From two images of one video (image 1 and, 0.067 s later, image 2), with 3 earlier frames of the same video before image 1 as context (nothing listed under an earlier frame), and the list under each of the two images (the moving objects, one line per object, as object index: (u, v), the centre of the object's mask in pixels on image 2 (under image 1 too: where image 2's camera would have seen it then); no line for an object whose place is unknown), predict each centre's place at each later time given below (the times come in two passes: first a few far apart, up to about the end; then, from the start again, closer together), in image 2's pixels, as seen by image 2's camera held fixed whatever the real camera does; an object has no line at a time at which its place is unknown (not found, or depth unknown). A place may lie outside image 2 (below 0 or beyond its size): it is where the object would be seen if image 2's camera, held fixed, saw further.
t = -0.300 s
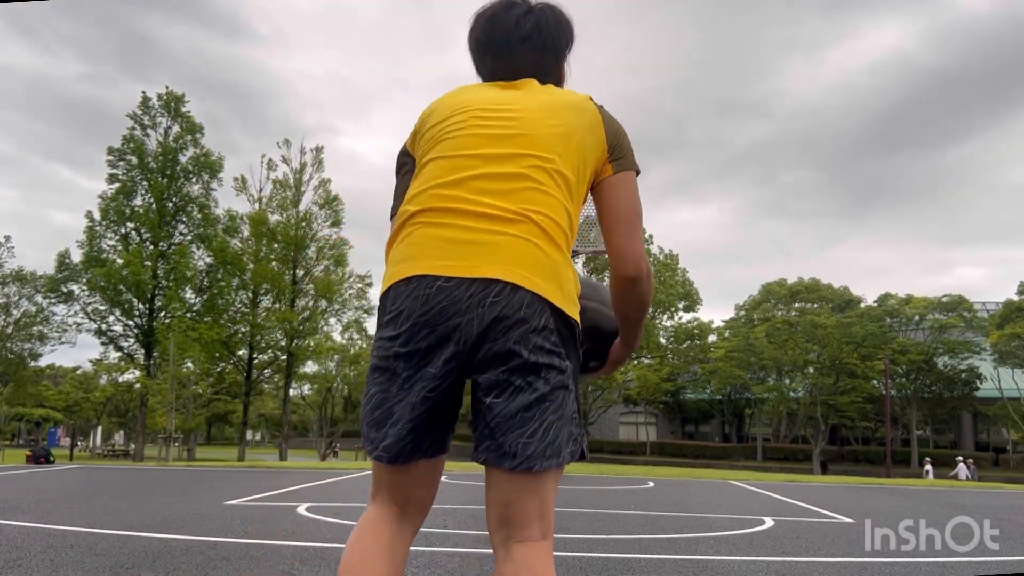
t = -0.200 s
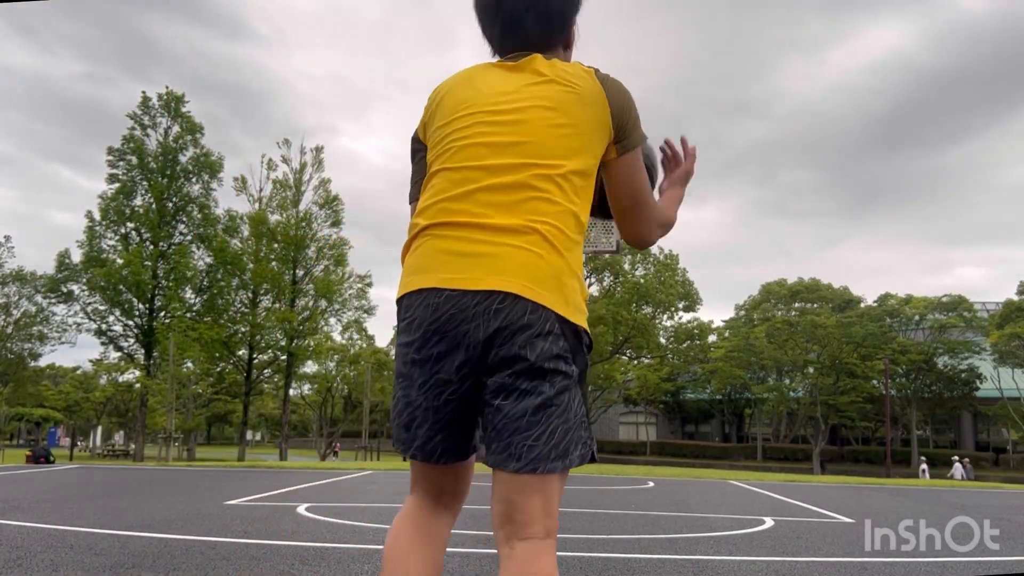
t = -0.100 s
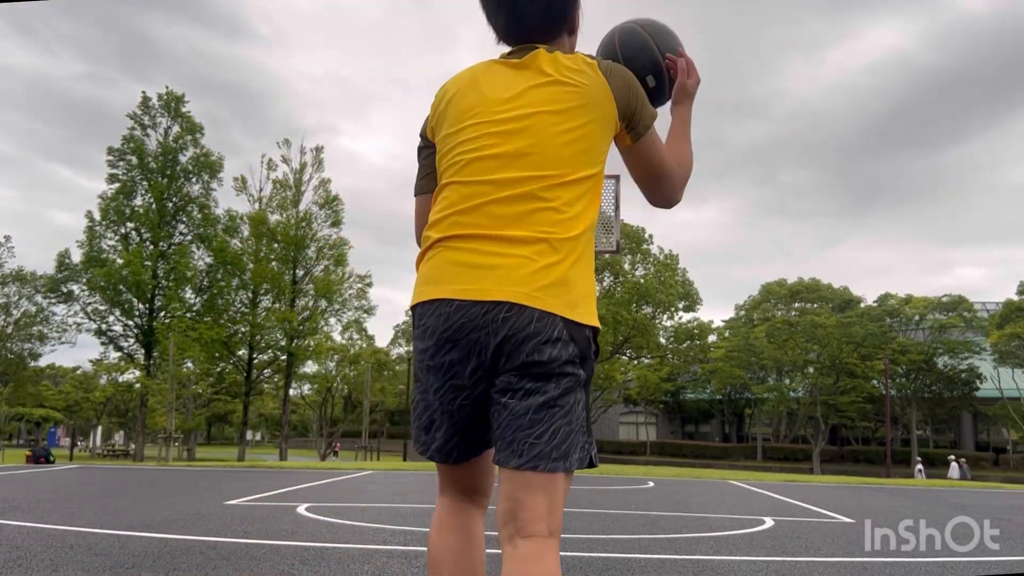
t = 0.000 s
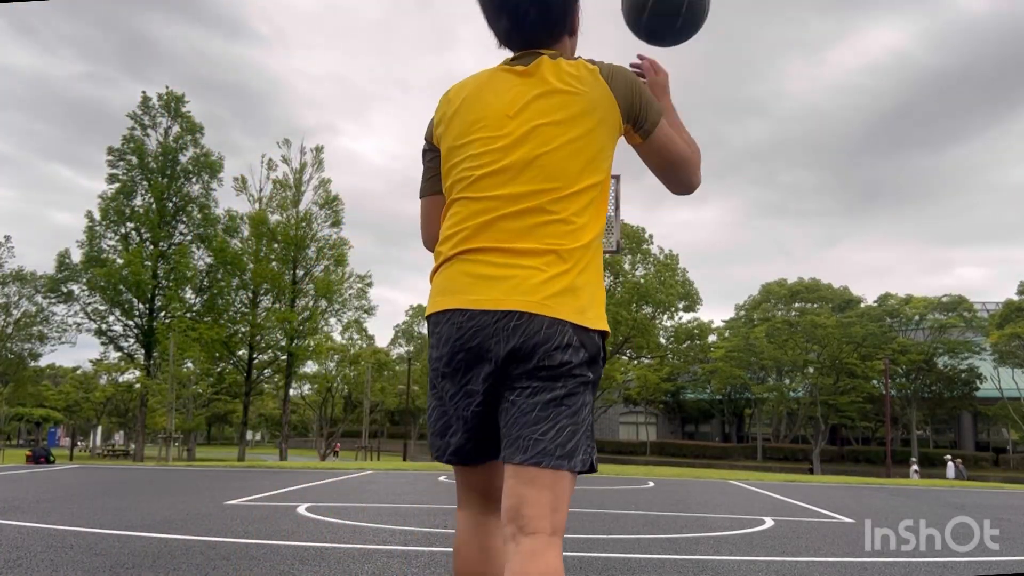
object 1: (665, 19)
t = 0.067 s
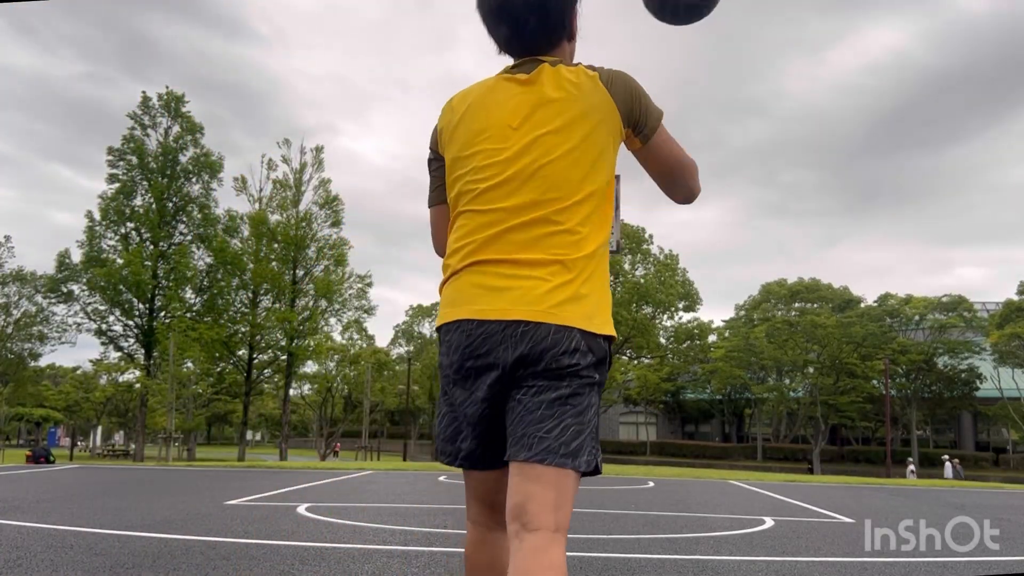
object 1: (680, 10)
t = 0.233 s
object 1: (716, 14)
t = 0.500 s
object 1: (769, 174)
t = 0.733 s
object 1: (815, 492)
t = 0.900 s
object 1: (817, 478)
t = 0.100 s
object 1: (688, 8)
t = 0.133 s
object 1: (694, 7)
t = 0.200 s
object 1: (709, 10)
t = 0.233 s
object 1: (716, 14)
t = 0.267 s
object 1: (723, 19)
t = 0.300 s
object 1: (730, 26)
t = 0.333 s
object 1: (738, 37)
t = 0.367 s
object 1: (745, 58)
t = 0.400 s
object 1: (751, 82)
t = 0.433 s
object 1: (757, 109)
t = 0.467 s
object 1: (763, 140)
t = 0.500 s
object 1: (769, 174)
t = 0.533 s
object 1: (776, 211)
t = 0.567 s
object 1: (782, 249)
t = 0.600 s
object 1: (788, 291)
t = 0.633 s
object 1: (795, 336)
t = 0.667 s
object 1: (802, 386)
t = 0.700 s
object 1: (809, 437)
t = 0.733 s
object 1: (815, 492)
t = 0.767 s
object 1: (822, 548)
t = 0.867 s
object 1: (821, 522)
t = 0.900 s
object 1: (817, 478)
